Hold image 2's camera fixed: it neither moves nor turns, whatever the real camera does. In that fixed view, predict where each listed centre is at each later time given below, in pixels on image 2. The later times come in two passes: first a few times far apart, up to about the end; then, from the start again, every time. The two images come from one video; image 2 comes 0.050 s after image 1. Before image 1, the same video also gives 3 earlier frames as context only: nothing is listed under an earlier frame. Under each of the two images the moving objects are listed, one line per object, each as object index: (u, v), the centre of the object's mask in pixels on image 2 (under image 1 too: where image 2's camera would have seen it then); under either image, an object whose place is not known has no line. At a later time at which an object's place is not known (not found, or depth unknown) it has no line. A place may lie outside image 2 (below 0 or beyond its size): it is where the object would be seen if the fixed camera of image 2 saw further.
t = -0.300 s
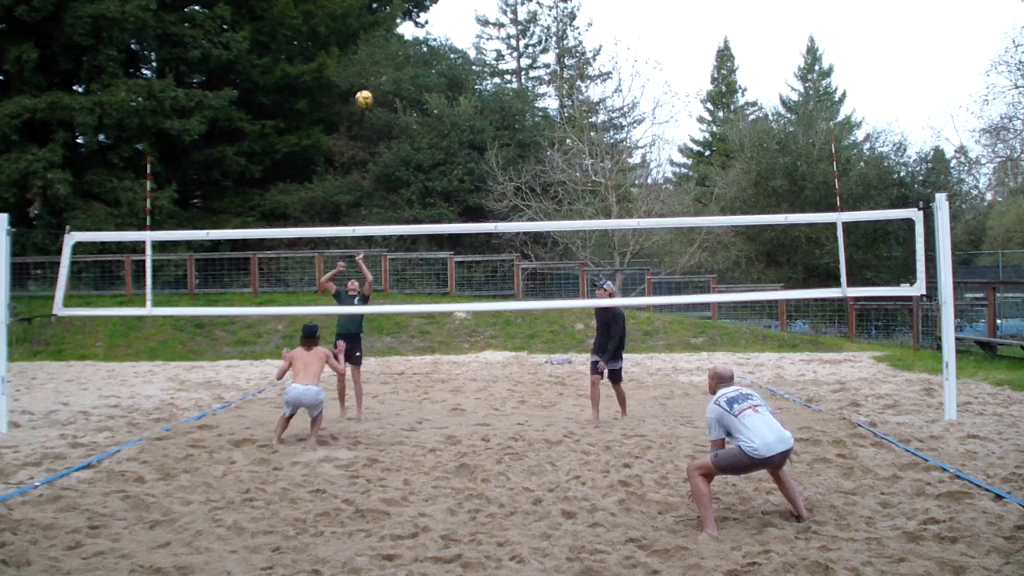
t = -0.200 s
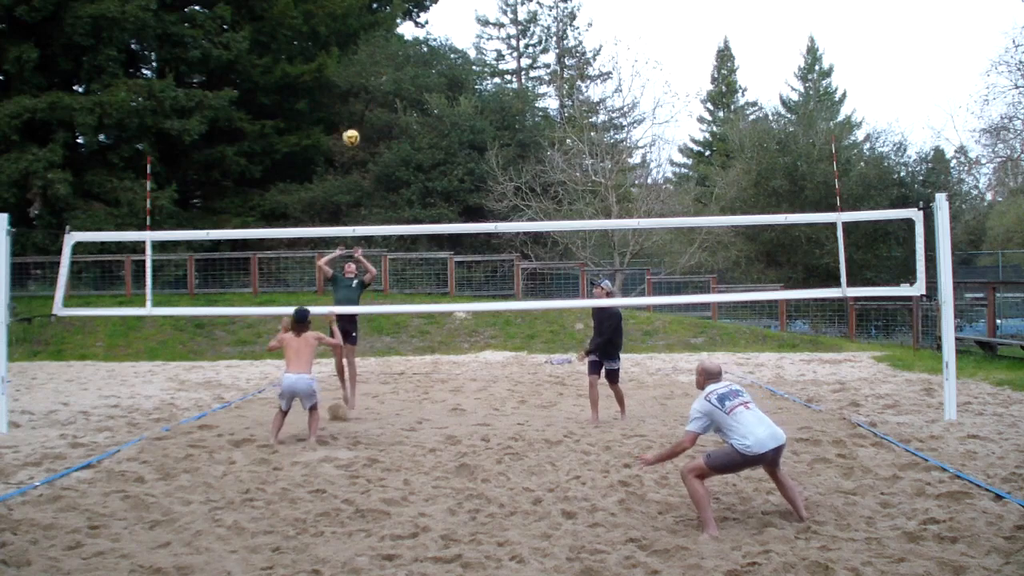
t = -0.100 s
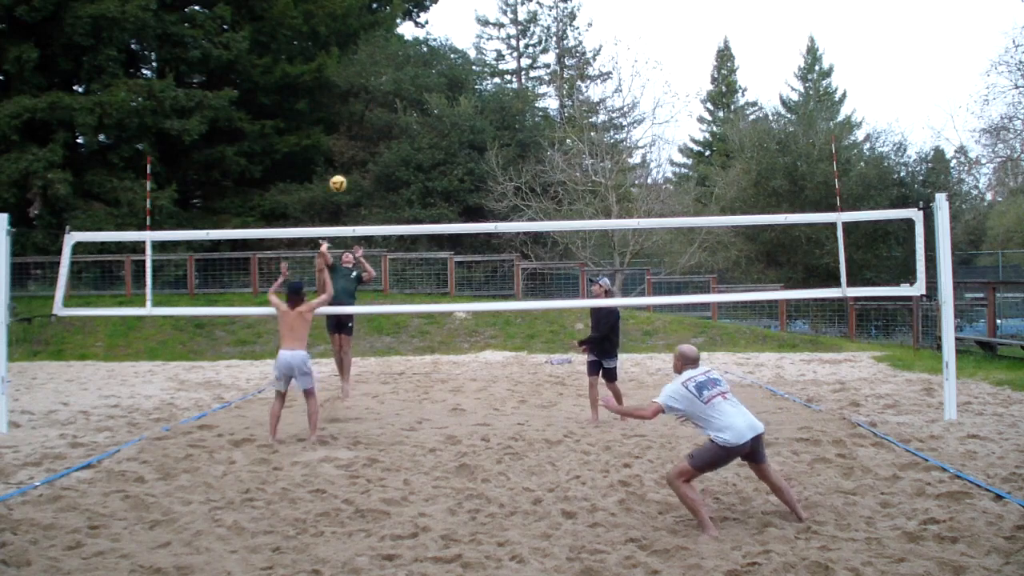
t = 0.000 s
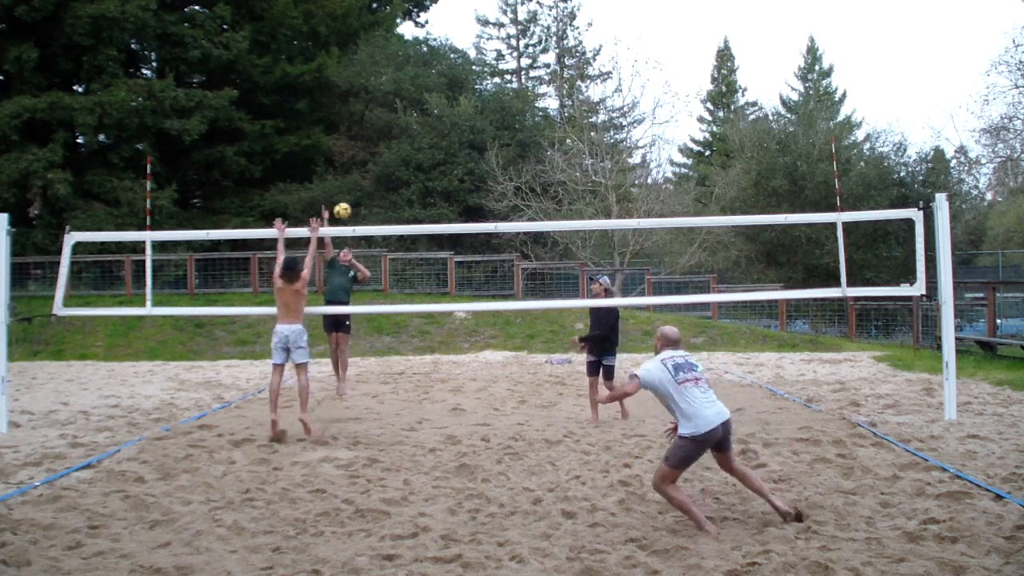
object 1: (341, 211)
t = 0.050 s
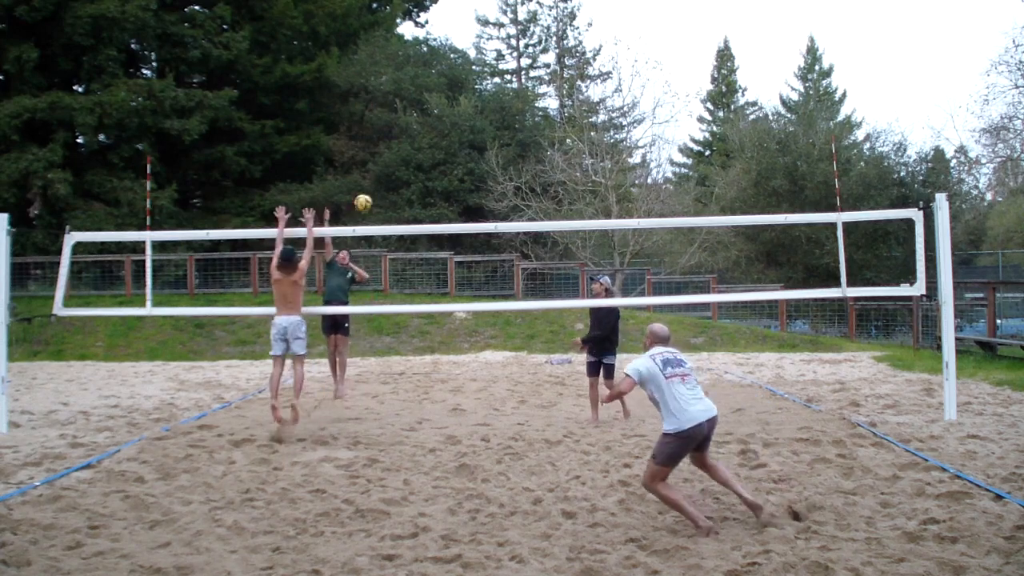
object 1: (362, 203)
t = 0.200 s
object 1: (428, 190)
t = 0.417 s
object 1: (534, 207)
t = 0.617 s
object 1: (642, 267)
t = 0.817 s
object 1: (759, 377)
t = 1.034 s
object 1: (873, 440)
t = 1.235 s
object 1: (961, 441)
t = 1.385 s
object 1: (1017, 440)
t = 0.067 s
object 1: (369, 201)
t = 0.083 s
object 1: (376, 198)
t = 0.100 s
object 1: (383, 196)
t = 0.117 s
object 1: (391, 195)
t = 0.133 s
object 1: (399, 193)
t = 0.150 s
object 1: (406, 192)
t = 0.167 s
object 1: (413, 191)
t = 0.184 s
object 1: (420, 190)
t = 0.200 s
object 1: (428, 190)
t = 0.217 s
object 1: (436, 189)
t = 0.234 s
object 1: (443, 190)
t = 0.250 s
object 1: (451, 190)
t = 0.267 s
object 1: (459, 190)
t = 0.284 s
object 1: (467, 191)
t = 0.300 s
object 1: (476, 192)
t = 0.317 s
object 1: (484, 194)
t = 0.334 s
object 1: (491, 195)
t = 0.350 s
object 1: (500, 197)
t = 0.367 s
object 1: (508, 198)
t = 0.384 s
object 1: (516, 201)
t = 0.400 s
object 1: (526, 204)
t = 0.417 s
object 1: (534, 207)
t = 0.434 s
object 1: (543, 210)
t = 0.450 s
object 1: (552, 213)
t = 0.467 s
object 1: (560, 217)
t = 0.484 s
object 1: (569, 221)
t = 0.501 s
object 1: (578, 227)
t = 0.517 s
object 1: (587, 231)
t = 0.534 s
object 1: (596, 237)
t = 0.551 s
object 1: (606, 242)
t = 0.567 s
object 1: (615, 247)
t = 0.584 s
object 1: (624, 254)
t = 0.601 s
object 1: (633, 260)
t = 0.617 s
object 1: (642, 267)
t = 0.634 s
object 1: (652, 274)
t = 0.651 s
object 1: (662, 283)
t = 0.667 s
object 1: (671, 289)
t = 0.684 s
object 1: (681, 298)
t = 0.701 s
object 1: (690, 307)
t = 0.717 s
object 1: (700, 314)
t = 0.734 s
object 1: (710, 324)
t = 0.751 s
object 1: (719, 334)
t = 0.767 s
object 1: (729, 344)
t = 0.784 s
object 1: (739, 355)
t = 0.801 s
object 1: (749, 367)
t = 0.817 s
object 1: (759, 377)
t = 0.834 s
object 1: (768, 389)
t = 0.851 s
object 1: (778, 401)
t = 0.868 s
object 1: (789, 412)
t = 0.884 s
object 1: (799, 425)
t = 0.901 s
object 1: (809, 438)
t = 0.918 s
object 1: (818, 449)
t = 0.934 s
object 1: (827, 448)
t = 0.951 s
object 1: (835, 447)
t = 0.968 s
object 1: (843, 447)
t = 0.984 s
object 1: (851, 447)
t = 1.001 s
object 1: (858, 445)
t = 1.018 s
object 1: (865, 442)
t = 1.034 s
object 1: (873, 440)
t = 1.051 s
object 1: (879, 439)
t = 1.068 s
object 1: (887, 438)
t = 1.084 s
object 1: (896, 437)
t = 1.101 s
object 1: (902, 436)
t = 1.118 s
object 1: (909, 435)
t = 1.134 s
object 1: (917, 435)
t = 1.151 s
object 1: (924, 435)
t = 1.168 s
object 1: (931, 435)
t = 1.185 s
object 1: (939, 437)
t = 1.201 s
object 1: (946, 438)
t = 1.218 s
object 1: (953, 440)
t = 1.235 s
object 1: (961, 441)
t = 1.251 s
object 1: (968, 442)
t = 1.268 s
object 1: (975, 441)
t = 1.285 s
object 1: (981, 440)
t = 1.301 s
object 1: (988, 440)
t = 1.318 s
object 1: (995, 441)
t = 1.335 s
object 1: (1001, 440)
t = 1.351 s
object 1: (1008, 439)
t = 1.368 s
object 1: (1014, 439)
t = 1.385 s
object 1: (1017, 440)
